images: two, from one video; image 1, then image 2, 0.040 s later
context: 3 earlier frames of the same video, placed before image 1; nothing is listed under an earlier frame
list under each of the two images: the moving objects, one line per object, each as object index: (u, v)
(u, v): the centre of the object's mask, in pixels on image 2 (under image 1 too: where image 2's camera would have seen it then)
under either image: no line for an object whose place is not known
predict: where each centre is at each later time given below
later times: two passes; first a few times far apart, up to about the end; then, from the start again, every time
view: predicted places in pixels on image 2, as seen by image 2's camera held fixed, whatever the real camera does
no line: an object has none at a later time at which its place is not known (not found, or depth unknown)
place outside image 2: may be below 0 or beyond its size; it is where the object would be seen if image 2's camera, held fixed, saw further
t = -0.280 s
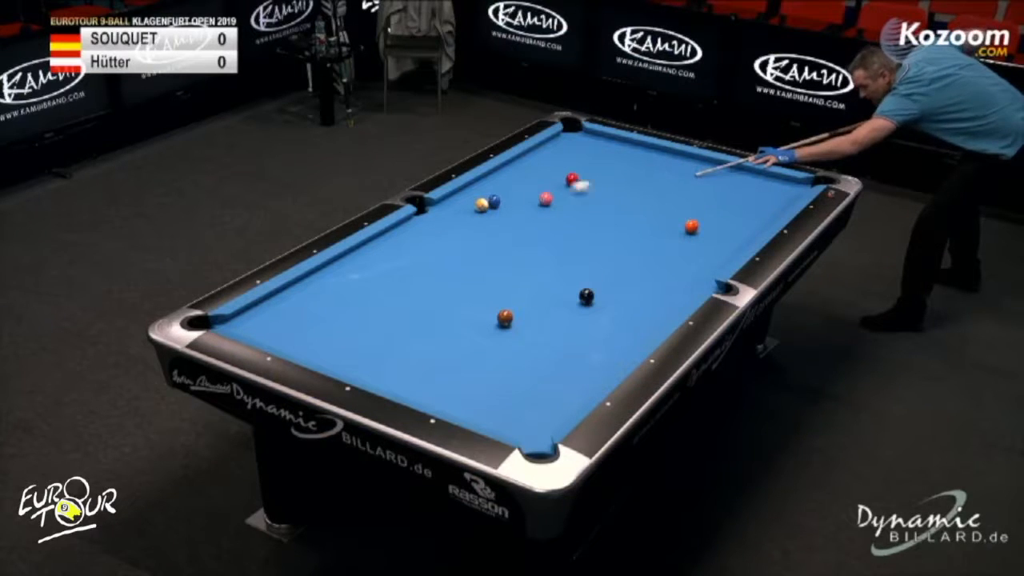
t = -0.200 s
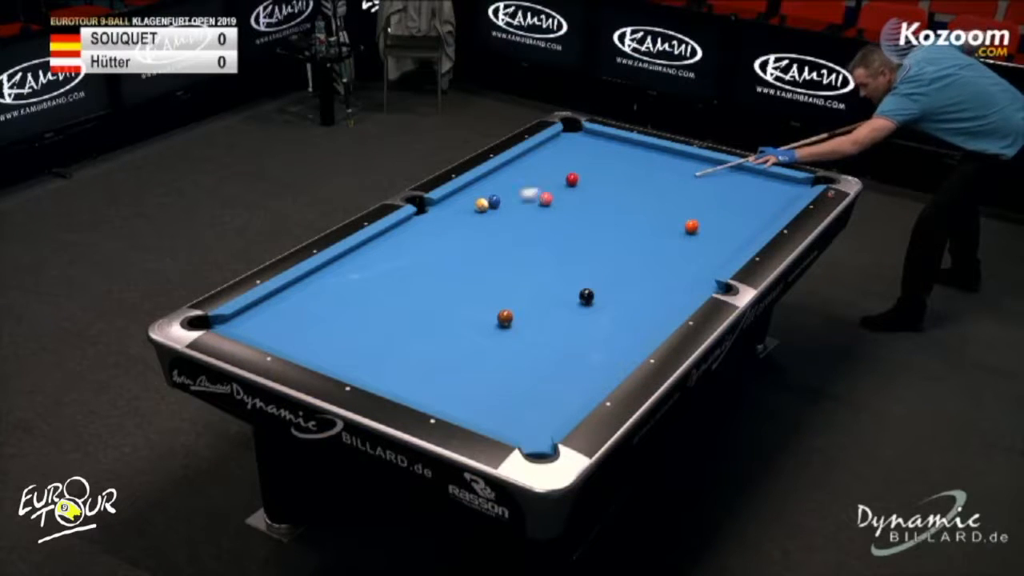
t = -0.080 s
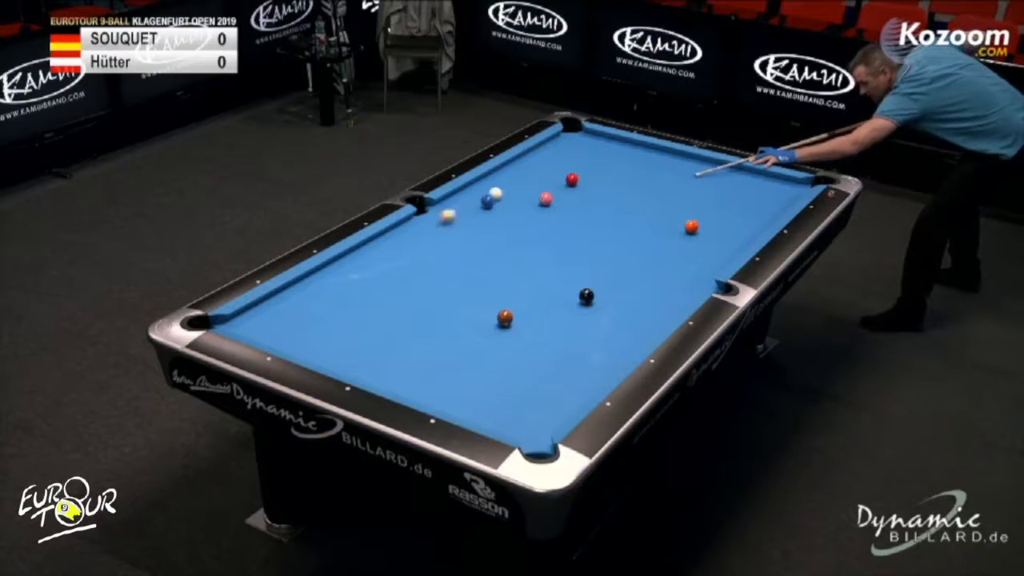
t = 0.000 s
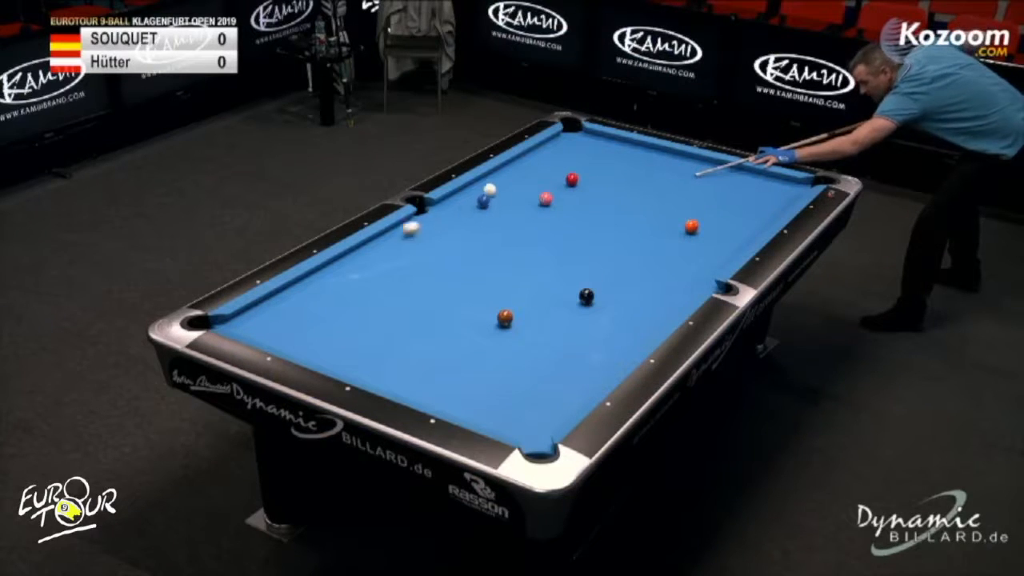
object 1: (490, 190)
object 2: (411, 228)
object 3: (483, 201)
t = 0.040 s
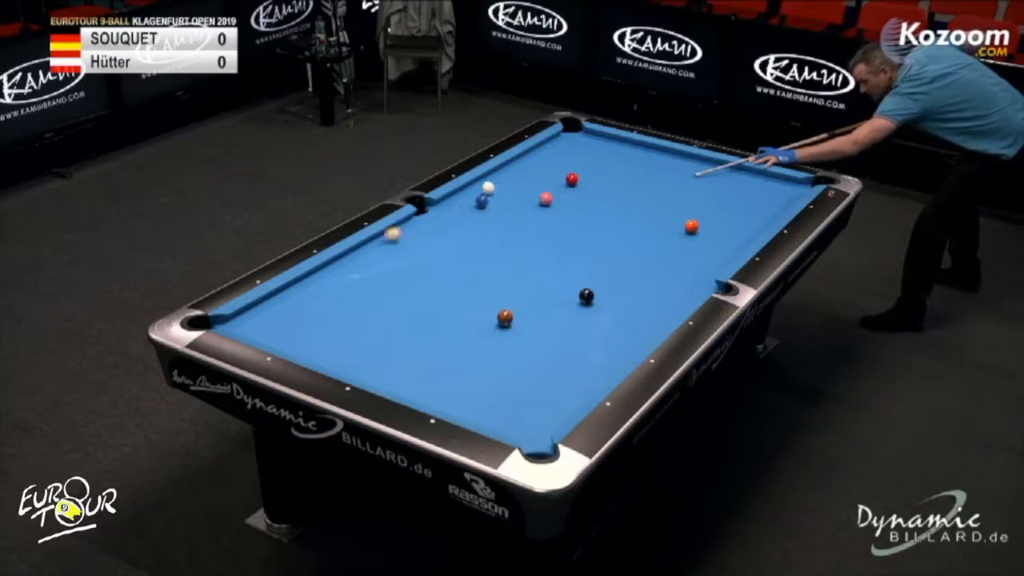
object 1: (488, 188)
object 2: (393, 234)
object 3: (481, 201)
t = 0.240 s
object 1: (485, 179)
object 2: (341, 268)
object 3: (472, 201)
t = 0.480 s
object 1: (499, 174)
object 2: (294, 312)
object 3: (462, 201)
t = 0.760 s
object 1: (519, 170)
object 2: (297, 327)
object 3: (451, 202)
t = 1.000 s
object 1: (535, 166)
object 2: (350, 312)
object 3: (443, 201)
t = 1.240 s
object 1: (549, 163)
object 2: (398, 298)
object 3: (443, 202)
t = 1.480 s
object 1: (563, 160)
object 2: (441, 286)
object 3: (446, 203)
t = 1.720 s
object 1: (576, 157)
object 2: (482, 273)
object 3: (447, 204)
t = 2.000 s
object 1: (590, 155)
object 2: (527, 261)
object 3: (447, 204)
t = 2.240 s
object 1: (601, 152)
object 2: (563, 251)
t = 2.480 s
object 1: (611, 150)
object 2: (596, 242)
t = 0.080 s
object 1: (487, 186)
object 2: (374, 241)
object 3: (480, 200)
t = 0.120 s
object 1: (486, 185)
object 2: (363, 247)
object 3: (477, 201)
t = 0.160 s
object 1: (486, 183)
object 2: (356, 254)
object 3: (476, 201)
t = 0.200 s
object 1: (486, 181)
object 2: (349, 262)
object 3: (474, 202)
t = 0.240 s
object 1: (485, 179)
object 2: (341, 268)
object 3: (472, 201)
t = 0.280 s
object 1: (485, 178)
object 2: (334, 276)
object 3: (470, 201)
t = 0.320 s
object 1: (487, 177)
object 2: (326, 283)
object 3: (469, 201)
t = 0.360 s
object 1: (490, 176)
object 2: (318, 290)
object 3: (467, 201)
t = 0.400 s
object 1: (493, 176)
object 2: (310, 297)
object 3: (465, 201)
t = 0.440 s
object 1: (496, 175)
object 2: (301, 304)
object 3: (463, 201)
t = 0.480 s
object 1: (499, 174)
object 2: (294, 312)
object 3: (462, 201)
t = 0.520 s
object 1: (502, 173)
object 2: (285, 319)
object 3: (460, 201)
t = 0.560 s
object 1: (505, 173)
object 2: (276, 326)
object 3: (459, 202)
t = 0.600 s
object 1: (508, 172)
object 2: (268, 334)
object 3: (457, 201)
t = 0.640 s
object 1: (511, 172)
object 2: (265, 336)
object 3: (456, 202)
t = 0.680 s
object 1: (513, 171)
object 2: (277, 334)
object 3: (454, 202)
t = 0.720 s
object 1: (516, 170)
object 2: (288, 330)
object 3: (453, 202)
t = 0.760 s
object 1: (519, 170)
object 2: (297, 327)
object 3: (451, 202)
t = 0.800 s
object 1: (522, 169)
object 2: (307, 324)
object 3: (450, 201)
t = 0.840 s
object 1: (524, 169)
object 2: (317, 322)
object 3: (448, 201)
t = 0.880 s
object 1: (527, 168)
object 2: (324, 319)
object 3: (447, 201)
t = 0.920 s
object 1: (530, 167)
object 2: (334, 316)
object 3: (445, 201)
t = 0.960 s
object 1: (532, 167)
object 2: (342, 314)
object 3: (444, 201)
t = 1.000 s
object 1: (535, 166)
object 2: (350, 312)
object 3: (443, 201)
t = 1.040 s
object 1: (537, 166)
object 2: (359, 310)
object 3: (443, 201)
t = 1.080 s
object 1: (540, 165)
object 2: (367, 307)
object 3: (443, 202)
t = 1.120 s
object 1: (542, 165)
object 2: (375, 304)
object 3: (443, 202)
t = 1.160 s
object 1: (545, 164)
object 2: (381, 302)
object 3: (443, 202)
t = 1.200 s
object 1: (547, 164)
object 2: (389, 300)
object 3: (443, 202)
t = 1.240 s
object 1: (549, 163)
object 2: (398, 298)
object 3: (443, 202)
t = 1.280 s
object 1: (552, 163)
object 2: (404, 296)
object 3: (444, 202)
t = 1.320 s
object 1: (554, 162)
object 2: (413, 294)
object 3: (444, 202)
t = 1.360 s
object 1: (556, 162)
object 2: (419, 292)
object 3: (444, 203)
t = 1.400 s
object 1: (559, 161)
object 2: (426, 290)
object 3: (444, 203)
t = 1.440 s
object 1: (561, 161)
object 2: (434, 288)
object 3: (445, 203)
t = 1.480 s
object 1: (563, 160)
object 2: (441, 286)
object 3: (446, 203)
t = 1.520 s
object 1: (565, 160)
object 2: (448, 283)
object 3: (446, 204)
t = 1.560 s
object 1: (568, 159)
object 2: (456, 281)
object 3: (446, 204)
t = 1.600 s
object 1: (570, 159)
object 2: (461, 279)
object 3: (446, 204)
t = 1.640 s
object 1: (572, 158)
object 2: (469, 277)
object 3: (447, 204)
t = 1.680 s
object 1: (574, 158)
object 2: (476, 276)
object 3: (447, 204)
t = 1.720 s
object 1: (576, 157)
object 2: (482, 273)
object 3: (447, 204)
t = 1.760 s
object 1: (578, 157)
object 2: (489, 272)
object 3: (447, 204)
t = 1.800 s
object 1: (581, 157)
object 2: (495, 270)
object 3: (447, 204)
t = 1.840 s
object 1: (583, 156)
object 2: (501, 268)
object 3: (447, 204)
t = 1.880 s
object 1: (584, 156)
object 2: (508, 266)
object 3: (447, 204)
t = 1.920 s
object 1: (586, 155)
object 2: (514, 265)
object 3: (447, 204)
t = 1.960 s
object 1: (588, 155)
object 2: (520, 263)
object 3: (447, 204)
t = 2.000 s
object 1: (590, 155)
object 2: (527, 261)
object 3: (447, 204)
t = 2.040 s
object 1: (591, 154)
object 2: (532, 260)
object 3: (446, 203)
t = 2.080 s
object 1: (594, 154)
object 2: (539, 258)
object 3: (446, 203)
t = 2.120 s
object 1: (596, 154)
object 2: (545, 256)
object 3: (446, 203)
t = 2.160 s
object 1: (598, 153)
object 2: (550, 255)
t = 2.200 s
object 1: (599, 153)
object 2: (556, 252)
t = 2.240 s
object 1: (601, 152)
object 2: (563, 251)
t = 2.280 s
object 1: (603, 152)
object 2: (567, 250)
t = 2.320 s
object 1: (605, 152)
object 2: (573, 248)
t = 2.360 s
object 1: (607, 151)
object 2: (579, 247)
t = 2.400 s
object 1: (608, 151)
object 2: (584, 245)
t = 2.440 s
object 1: (610, 151)
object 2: (590, 244)
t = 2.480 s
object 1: (611, 150)
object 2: (596, 242)
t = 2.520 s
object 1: (612, 150)
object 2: (600, 241)
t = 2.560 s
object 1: (615, 149)
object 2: (605, 239)
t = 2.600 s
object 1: (617, 149)
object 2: (611, 237)
